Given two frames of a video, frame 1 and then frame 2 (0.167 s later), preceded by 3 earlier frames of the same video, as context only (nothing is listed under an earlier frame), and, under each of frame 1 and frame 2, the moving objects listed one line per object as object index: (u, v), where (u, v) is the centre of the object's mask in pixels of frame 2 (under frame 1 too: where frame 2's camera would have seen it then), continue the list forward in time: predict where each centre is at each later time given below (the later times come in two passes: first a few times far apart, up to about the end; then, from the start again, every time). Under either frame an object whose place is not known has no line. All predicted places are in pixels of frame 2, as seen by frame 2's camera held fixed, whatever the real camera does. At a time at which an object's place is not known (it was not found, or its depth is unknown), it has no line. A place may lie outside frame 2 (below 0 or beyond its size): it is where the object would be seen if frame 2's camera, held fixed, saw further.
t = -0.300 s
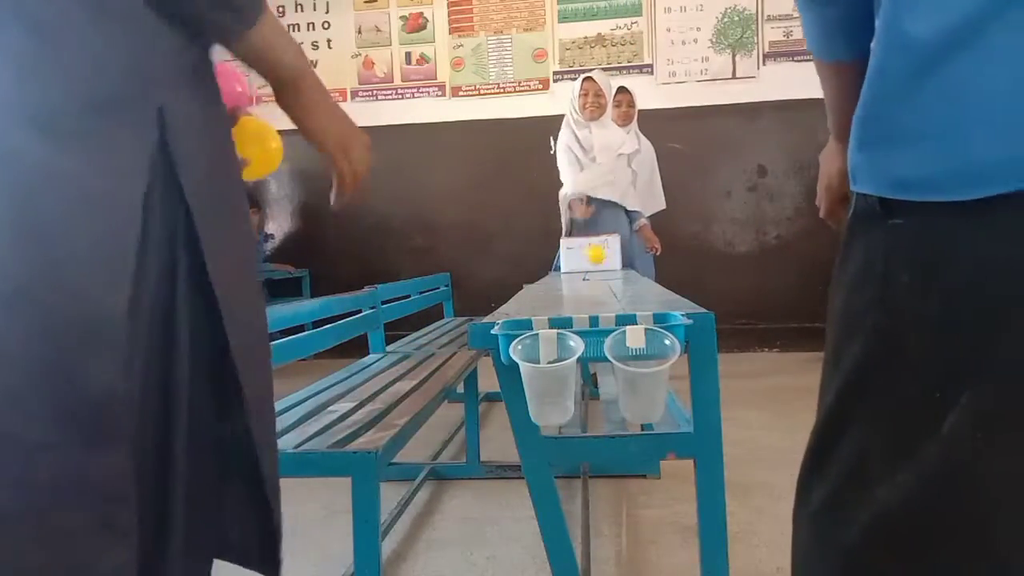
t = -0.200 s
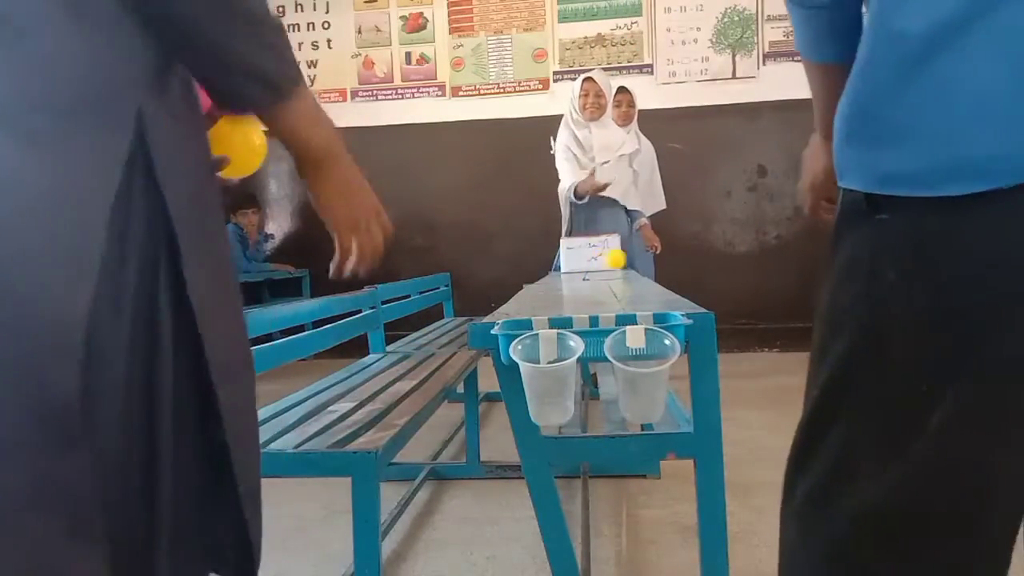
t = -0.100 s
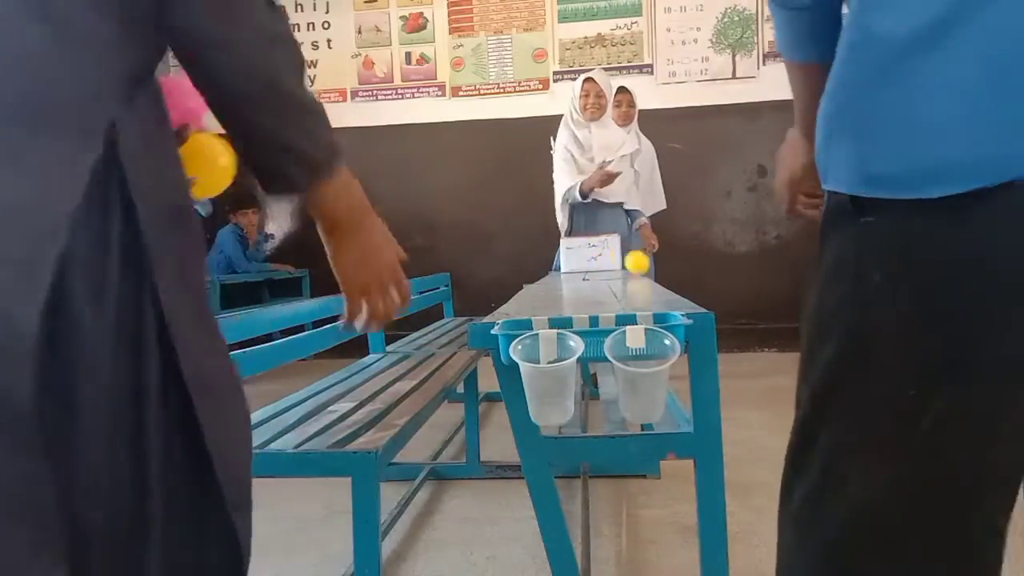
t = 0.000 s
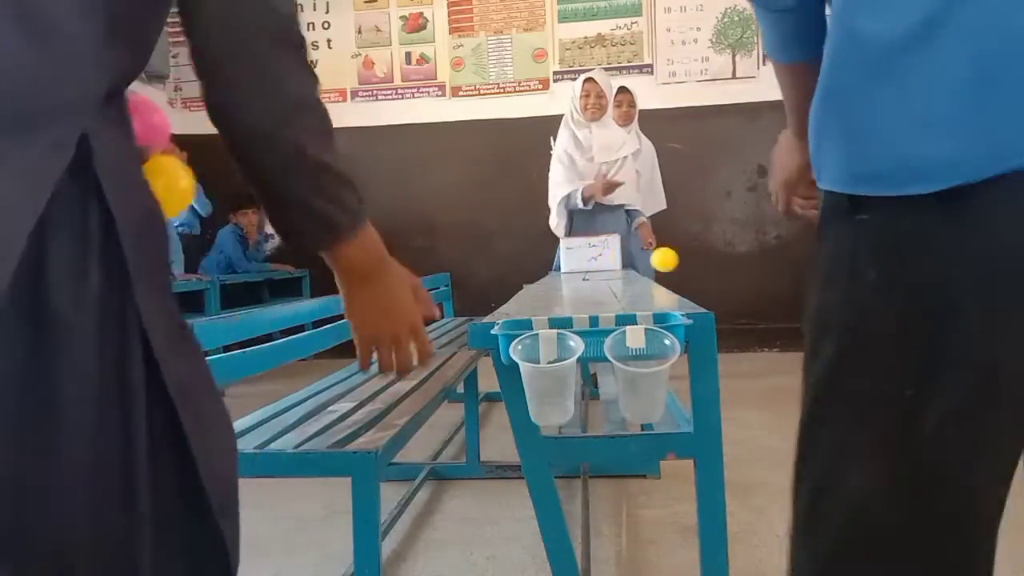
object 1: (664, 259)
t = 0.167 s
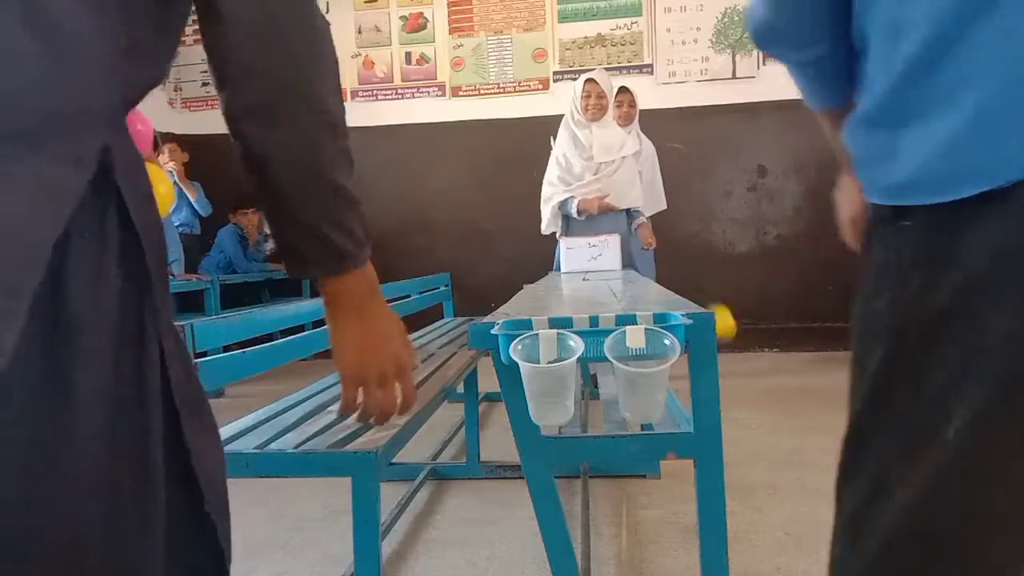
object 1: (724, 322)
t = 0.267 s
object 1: (762, 420)
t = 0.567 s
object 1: (874, 394)
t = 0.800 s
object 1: (992, 537)
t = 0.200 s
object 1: (733, 348)
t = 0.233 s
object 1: (747, 380)
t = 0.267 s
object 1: (762, 420)
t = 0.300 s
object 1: (775, 467)
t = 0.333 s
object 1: (788, 518)
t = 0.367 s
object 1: (798, 498)
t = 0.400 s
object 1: (810, 469)
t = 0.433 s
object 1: (822, 444)
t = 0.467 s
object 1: (835, 424)
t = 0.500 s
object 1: (846, 409)
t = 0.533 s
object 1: (860, 400)
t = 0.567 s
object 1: (874, 394)
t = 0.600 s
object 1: (889, 395)
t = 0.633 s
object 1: (904, 401)
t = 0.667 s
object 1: (921, 414)
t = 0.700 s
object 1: (937, 432)
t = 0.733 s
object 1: (954, 459)
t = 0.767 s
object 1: (973, 494)
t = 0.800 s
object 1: (992, 537)
